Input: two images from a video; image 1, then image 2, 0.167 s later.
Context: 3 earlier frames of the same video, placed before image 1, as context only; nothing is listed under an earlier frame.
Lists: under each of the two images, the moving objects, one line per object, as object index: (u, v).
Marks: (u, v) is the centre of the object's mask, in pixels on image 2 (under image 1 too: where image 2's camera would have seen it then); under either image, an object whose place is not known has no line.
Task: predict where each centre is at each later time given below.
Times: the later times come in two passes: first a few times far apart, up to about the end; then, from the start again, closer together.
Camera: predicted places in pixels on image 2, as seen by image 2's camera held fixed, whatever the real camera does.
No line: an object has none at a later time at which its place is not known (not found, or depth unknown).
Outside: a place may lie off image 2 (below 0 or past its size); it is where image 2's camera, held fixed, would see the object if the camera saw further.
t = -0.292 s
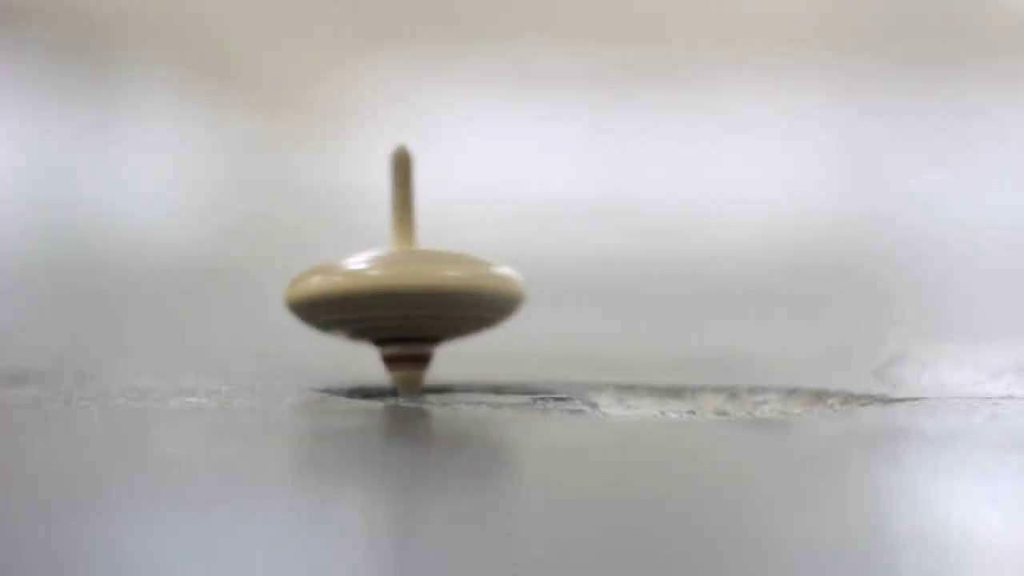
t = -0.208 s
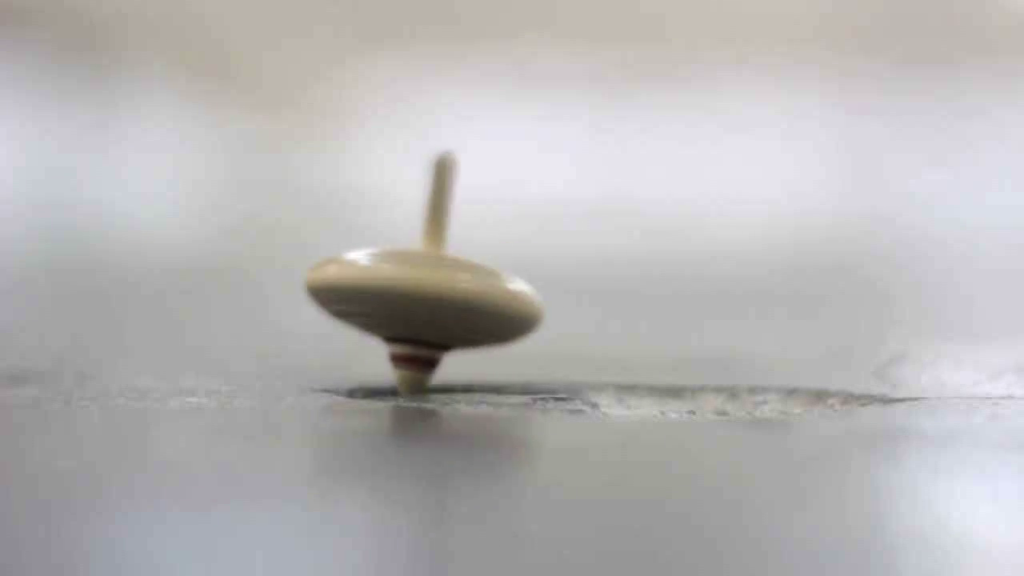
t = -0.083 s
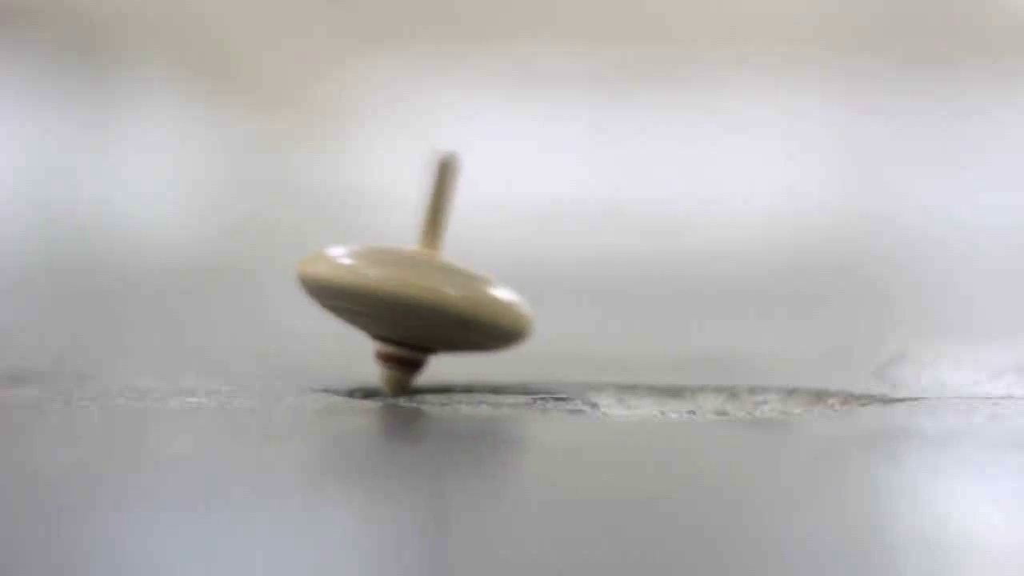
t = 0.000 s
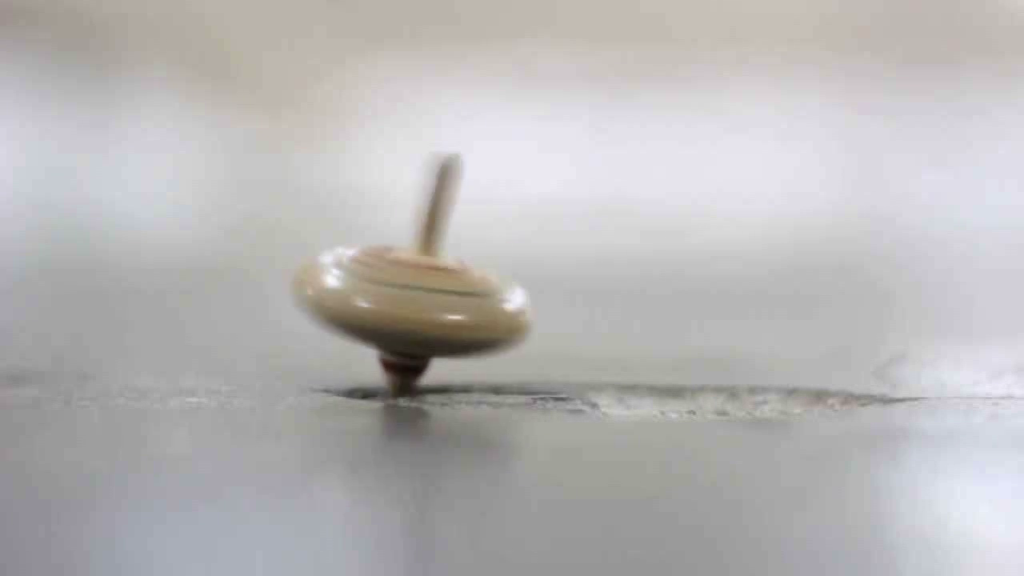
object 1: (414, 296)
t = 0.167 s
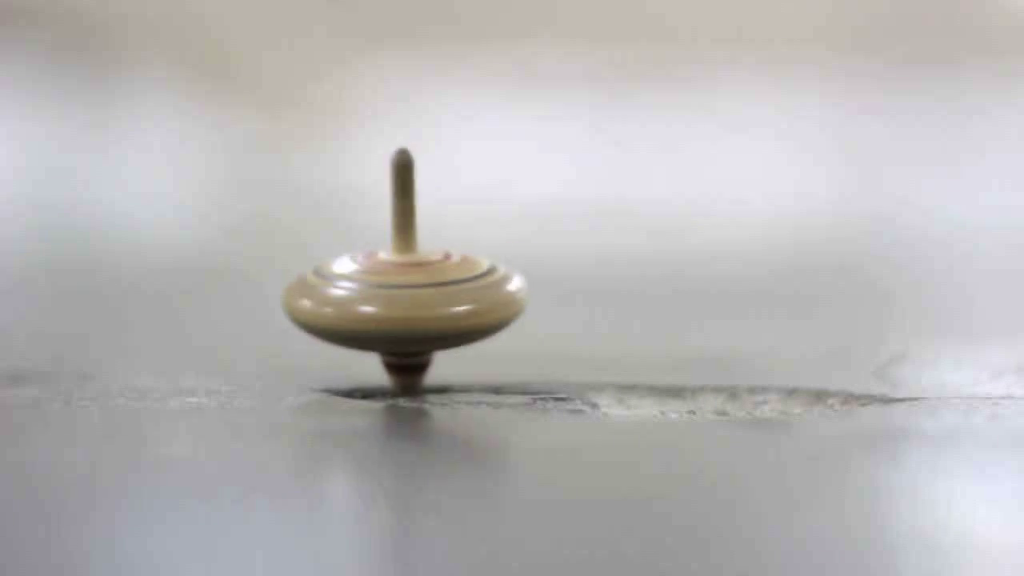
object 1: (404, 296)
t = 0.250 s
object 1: (392, 297)
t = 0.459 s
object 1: (406, 294)
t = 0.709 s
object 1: (415, 296)
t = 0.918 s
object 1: (404, 296)
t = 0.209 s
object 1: (396, 296)
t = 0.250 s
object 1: (392, 297)
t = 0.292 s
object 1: (396, 294)
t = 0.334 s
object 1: (395, 296)
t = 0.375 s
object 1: (385, 297)
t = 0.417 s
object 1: (397, 295)
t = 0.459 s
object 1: (406, 294)
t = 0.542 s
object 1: (415, 295)
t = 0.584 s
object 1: (415, 295)
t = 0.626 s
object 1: (405, 295)
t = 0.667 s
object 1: (409, 294)
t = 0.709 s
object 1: (415, 296)
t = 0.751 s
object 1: (421, 294)
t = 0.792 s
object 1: (418, 299)
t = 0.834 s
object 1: (407, 295)
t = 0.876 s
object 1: (411, 295)
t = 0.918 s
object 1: (404, 296)
